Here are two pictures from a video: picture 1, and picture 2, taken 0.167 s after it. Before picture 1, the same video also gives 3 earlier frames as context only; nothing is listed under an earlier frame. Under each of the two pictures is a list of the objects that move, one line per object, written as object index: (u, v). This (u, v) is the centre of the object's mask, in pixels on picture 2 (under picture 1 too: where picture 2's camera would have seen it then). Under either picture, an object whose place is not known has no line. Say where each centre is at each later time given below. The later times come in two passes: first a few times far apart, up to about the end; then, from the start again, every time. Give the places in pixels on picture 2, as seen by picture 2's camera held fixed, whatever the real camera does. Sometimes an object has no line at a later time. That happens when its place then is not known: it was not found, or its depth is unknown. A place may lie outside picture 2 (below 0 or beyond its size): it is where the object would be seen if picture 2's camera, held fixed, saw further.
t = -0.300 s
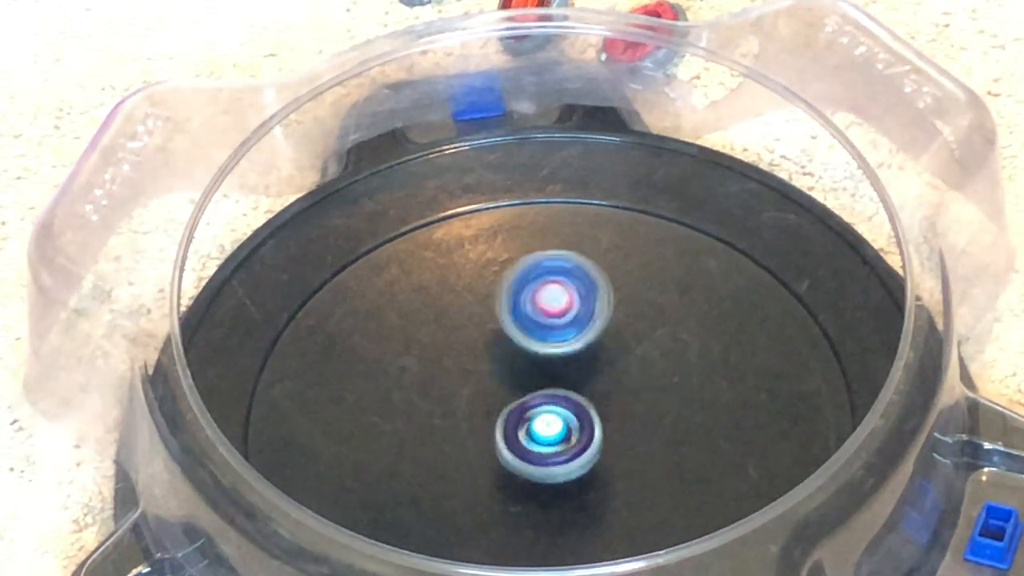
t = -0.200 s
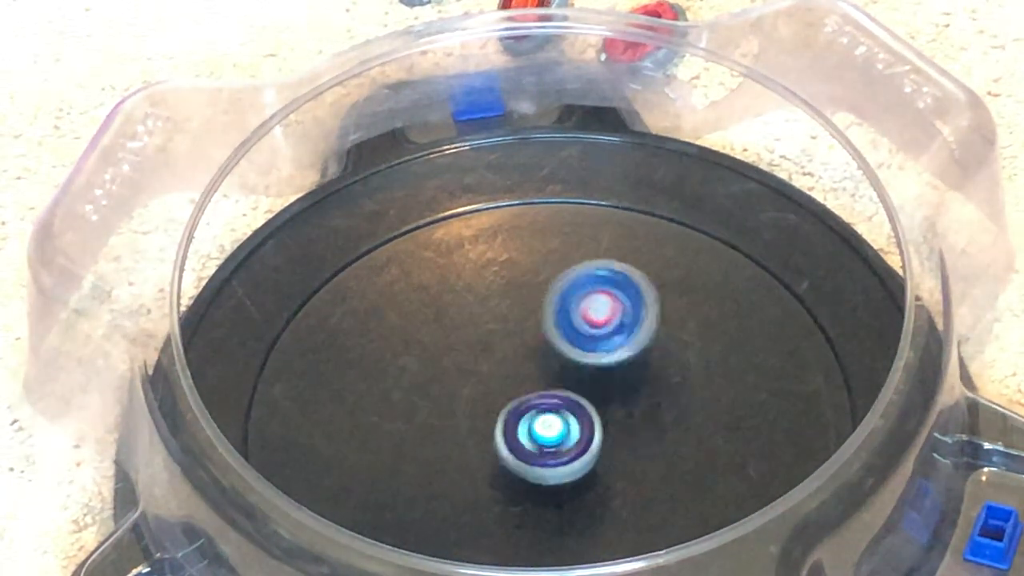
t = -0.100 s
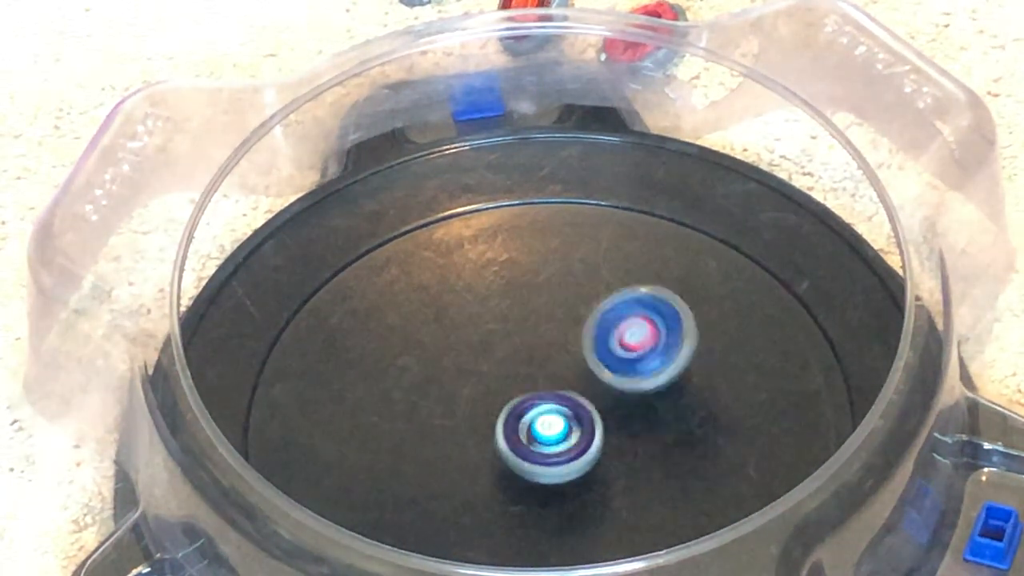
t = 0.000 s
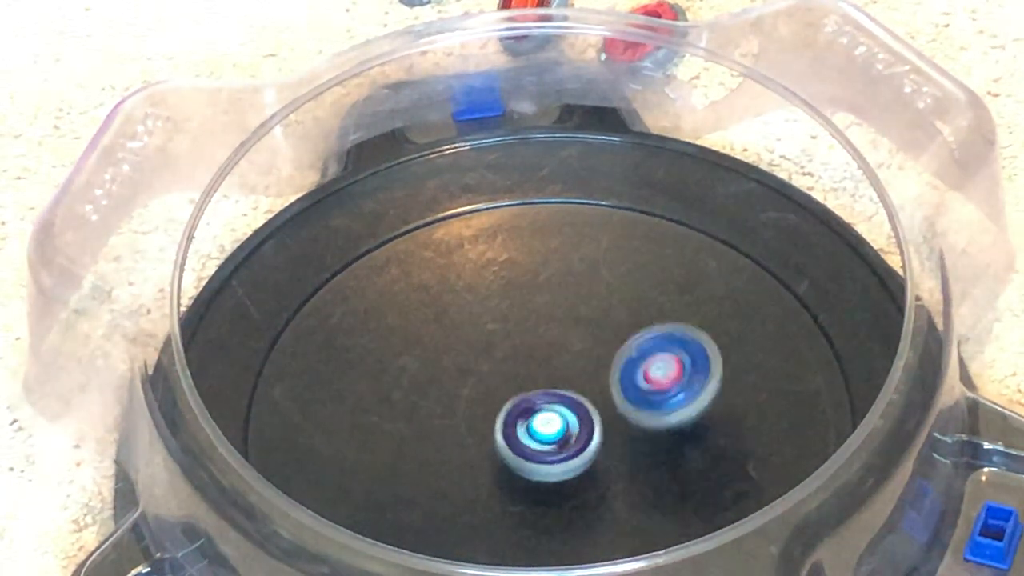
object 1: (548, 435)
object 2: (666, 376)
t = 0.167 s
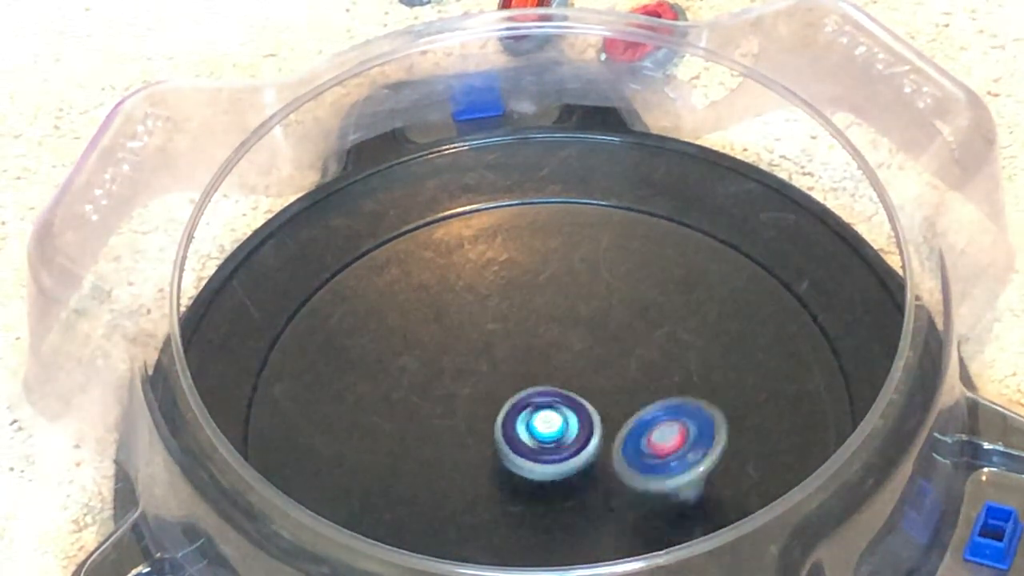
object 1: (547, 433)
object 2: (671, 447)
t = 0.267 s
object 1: (546, 434)
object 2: (645, 484)
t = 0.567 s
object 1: (549, 429)
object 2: (507, 503)
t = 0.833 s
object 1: (548, 431)
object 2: (435, 403)
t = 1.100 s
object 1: (547, 431)
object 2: (493, 318)
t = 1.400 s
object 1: (549, 430)
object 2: (621, 337)
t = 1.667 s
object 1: (549, 430)
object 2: (662, 443)
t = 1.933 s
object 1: (548, 428)
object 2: (574, 509)
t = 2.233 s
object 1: (551, 432)
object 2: (454, 445)
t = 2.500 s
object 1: (526, 433)
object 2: (436, 348)
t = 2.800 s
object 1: (511, 438)
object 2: (567, 325)
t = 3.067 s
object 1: (506, 440)
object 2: (653, 407)
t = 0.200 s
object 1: (548, 434)
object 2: (665, 460)
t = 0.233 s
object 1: (547, 434)
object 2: (656, 473)
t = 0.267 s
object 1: (546, 434)
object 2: (645, 484)
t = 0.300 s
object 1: (547, 433)
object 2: (632, 494)
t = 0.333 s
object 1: (547, 433)
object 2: (619, 501)
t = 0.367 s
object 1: (547, 433)
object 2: (604, 506)
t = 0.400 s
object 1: (547, 432)
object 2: (587, 511)
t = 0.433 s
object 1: (546, 431)
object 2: (572, 513)
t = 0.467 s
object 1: (547, 430)
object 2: (555, 512)
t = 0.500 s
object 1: (548, 429)
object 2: (538, 511)
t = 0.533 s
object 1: (549, 428)
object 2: (523, 508)
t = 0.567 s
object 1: (549, 429)
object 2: (507, 503)
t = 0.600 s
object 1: (549, 428)
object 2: (492, 494)
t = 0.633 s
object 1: (549, 429)
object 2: (478, 484)
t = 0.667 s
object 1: (551, 429)
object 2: (467, 473)
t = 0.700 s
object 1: (550, 430)
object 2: (456, 460)
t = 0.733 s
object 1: (549, 431)
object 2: (447, 447)
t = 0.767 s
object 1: (548, 431)
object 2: (441, 432)
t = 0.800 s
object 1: (547, 431)
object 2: (437, 417)
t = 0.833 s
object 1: (548, 431)
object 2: (435, 403)
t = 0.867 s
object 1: (547, 431)
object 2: (435, 389)
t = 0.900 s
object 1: (547, 431)
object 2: (437, 375)
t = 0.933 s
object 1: (546, 431)
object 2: (442, 361)
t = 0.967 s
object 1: (547, 431)
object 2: (448, 351)
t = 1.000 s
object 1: (548, 430)
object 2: (457, 340)
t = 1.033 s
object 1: (548, 430)
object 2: (467, 332)
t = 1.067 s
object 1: (548, 431)
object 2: (479, 324)
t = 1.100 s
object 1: (547, 431)
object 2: (493, 318)
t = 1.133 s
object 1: (547, 430)
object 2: (507, 313)
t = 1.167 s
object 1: (547, 430)
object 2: (522, 309)
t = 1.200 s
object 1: (548, 430)
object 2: (537, 307)
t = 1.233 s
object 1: (548, 430)
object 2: (552, 308)
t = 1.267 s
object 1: (548, 430)
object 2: (568, 310)
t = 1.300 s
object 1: (547, 430)
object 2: (582, 314)
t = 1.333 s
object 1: (548, 430)
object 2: (596, 320)
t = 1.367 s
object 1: (548, 429)
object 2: (610, 327)
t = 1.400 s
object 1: (549, 430)
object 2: (621, 337)
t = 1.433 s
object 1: (548, 430)
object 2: (632, 349)
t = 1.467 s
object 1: (548, 430)
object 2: (642, 361)
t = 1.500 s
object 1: (548, 430)
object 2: (650, 373)
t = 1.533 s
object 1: (548, 429)
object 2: (656, 387)
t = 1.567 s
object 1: (548, 429)
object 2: (661, 400)
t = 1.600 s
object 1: (549, 429)
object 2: (663, 415)
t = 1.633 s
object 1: (548, 430)
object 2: (664, 430)
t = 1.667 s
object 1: (549, 430)
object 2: (662, 443)
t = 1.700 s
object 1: (548, 430)
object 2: (657, 456)
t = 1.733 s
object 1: (548, 429)
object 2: (651, 469)
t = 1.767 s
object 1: (549, 429)
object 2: (641, 480)
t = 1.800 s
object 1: (549, 429)
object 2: (630, 489)
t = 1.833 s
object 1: (549, 429)
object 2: (618, 497)
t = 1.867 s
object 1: (549, 429)
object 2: (604, 503)
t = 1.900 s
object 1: (548, 428)
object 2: (589, 507)
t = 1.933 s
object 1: (548, 428)
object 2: (574, 509)
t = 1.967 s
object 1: (549, 427)
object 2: (559, 509)
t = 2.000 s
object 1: (550, 425)
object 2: (543, 508)
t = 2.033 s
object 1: (551, 425)
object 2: (528, 504)
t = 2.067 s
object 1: (552, 425)
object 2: (512, 498)
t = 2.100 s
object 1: (554, 425)
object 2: (499, 490)
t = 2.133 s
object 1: (554, 426)
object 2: (486, 480)
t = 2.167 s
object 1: (554, 426)
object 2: (474, 468)
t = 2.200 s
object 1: (554, 428)
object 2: (465, 456)
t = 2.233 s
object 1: (551, 432)
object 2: (454, 445)
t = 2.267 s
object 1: (549, 434)
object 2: (442, 432)
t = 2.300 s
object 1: (548, 436)
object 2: (435, 420)
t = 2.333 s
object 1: (544, 437)
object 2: (428, 407)
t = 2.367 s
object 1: (541, 438)
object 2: (425, 394)
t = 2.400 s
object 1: (537, 437)
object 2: (423, 381)
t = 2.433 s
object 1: (532, 436)
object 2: (425, 369)
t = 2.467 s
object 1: (528, 434)
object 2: (430, 359)
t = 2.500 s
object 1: (526, 433)
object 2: (436, 348)
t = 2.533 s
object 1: (527, 434)
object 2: (445, 341)
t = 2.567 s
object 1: (528, 435)
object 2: (457, 334)
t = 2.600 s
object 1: (526, 436)
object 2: (470, 327)
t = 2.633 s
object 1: (524, 435)
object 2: (485, 323)
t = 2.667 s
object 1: (522, 436)
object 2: (501, 321)
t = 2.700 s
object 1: (518, 435)
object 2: (517, 319)
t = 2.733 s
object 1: (516, 437)
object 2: (535, 320)
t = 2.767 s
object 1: (514, 437)
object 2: (551, 322)
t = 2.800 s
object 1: (511, 438)
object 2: (567, 325)
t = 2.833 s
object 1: (508, 440)
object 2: (583, 331)
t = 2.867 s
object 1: (505, 441)
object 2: (597, 338)
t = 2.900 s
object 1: (505, 442)
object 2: (611, 347)
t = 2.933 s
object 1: (506, 441)
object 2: (623, 357)
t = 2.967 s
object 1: (507, 440)
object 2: (633, 368)
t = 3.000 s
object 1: (508, 440)
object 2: (641, 380)
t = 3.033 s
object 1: (507, 440)
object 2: (648, 392)
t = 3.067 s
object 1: (506, 440)
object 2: (653, 407)
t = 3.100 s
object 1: (506, 440)
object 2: (655, 419)
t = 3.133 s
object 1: (506, 440)
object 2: (654, 433)
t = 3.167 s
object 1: (506, 440)
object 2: (652, 448)
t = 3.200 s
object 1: (506, 440)
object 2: (647, 460)
